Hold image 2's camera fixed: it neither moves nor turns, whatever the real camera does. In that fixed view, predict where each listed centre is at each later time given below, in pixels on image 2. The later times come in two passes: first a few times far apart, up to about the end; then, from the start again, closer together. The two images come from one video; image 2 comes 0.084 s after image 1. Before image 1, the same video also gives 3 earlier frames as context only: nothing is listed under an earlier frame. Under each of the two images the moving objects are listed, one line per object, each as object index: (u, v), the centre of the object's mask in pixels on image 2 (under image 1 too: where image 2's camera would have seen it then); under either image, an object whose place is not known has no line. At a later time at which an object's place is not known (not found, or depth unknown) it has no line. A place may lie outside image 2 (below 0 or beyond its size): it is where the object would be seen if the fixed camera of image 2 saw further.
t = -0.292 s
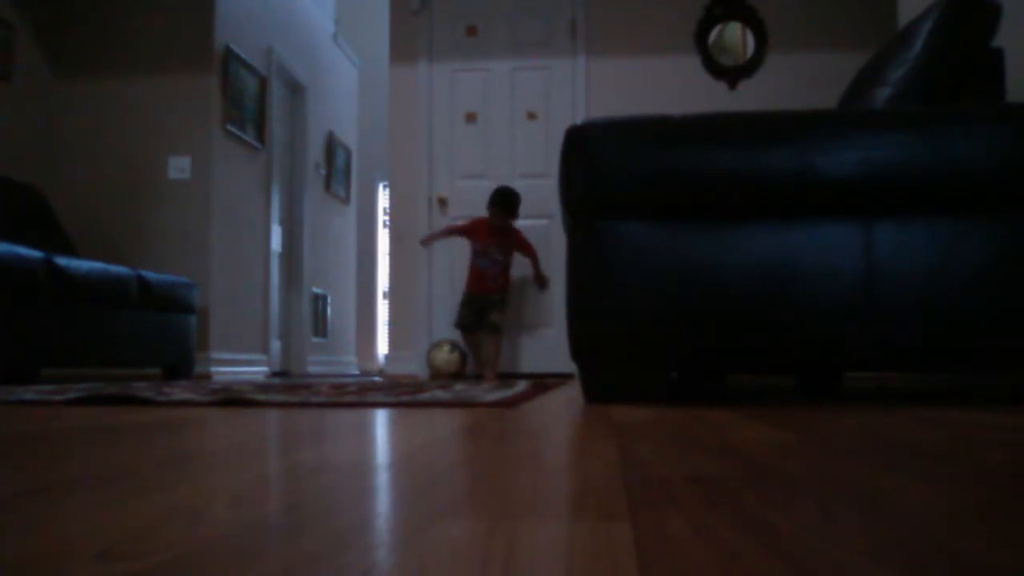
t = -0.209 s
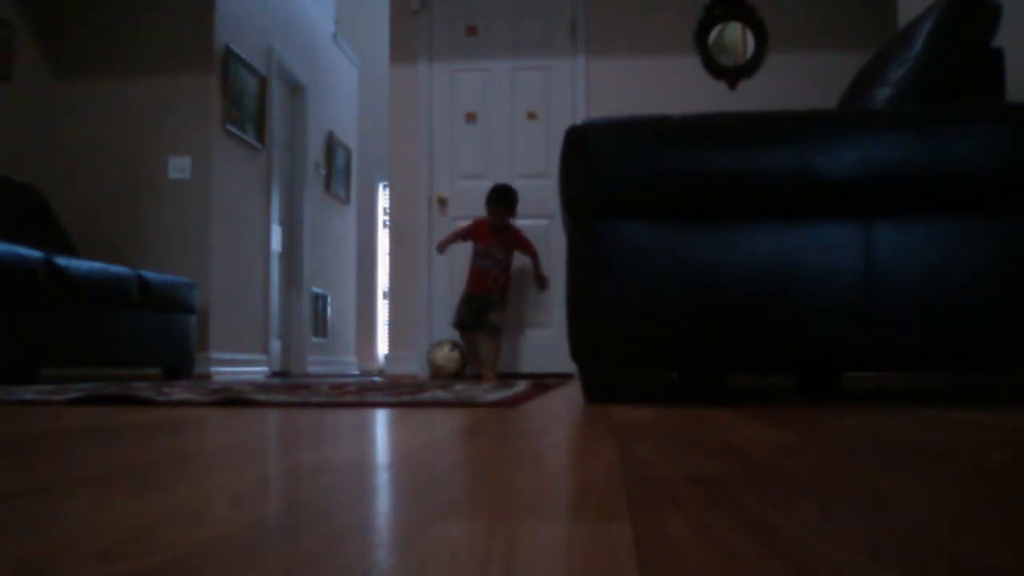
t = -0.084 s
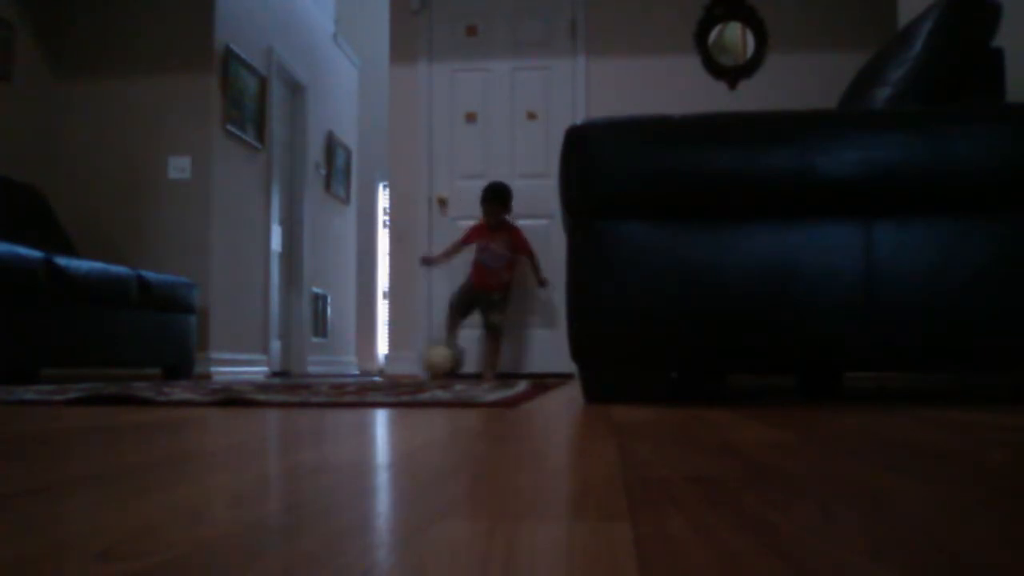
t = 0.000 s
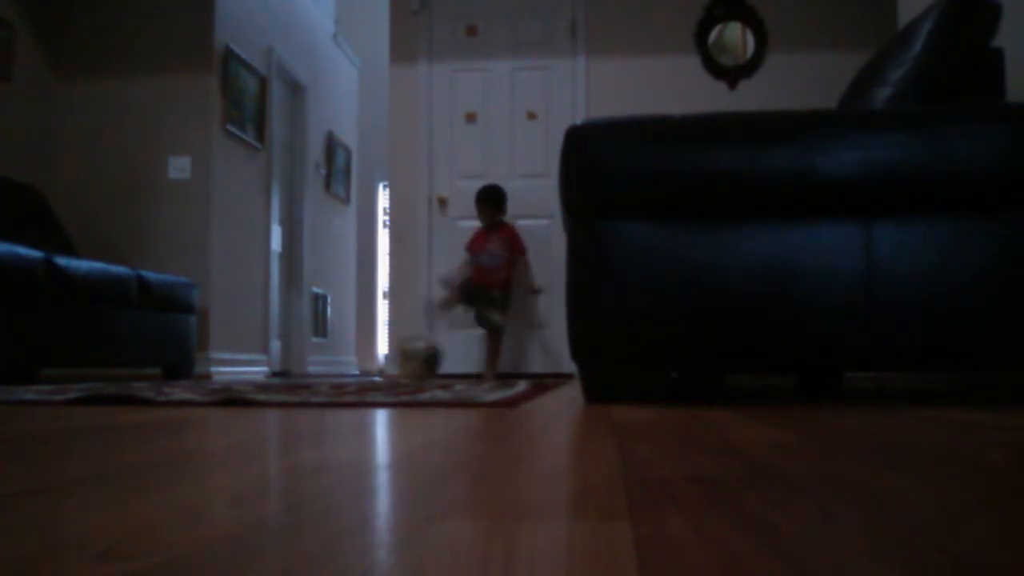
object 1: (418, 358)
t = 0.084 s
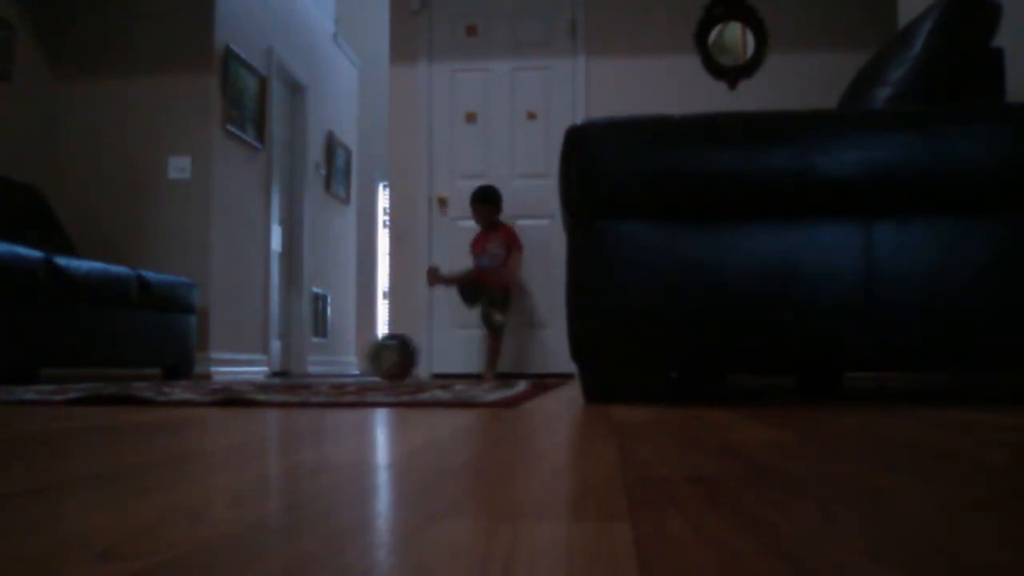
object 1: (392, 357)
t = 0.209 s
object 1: (357, 343)
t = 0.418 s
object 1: (284, 342)
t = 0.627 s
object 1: (181, 346)
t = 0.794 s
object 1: (66, 343)
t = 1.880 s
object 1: (190, 315)
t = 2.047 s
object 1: (241, 341)
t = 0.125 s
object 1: (381, 354)
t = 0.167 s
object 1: (369, 347)
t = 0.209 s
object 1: (357, 343)
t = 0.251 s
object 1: (346, 344)
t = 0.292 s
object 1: (331, 349)
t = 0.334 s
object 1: (314, 351)
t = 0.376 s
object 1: (299, 345)
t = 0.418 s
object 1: (284, 342)
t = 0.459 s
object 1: (271, 343)
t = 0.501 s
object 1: (251, 350)
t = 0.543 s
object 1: (229, 344)
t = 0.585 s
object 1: (212, 345)
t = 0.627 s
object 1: (181, 346)
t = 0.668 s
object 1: (157, 341)
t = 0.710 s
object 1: (124, 344)
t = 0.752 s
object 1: (92, 343)
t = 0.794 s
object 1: (66, 343)
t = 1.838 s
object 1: (177, 312)
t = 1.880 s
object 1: (190, 315)
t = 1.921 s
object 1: (204, 322)
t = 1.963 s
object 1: (218, 335)
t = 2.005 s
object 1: (231, 350)
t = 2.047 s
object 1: (241, 341)
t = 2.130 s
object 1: (255, 336)
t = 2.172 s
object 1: (263, 342)
